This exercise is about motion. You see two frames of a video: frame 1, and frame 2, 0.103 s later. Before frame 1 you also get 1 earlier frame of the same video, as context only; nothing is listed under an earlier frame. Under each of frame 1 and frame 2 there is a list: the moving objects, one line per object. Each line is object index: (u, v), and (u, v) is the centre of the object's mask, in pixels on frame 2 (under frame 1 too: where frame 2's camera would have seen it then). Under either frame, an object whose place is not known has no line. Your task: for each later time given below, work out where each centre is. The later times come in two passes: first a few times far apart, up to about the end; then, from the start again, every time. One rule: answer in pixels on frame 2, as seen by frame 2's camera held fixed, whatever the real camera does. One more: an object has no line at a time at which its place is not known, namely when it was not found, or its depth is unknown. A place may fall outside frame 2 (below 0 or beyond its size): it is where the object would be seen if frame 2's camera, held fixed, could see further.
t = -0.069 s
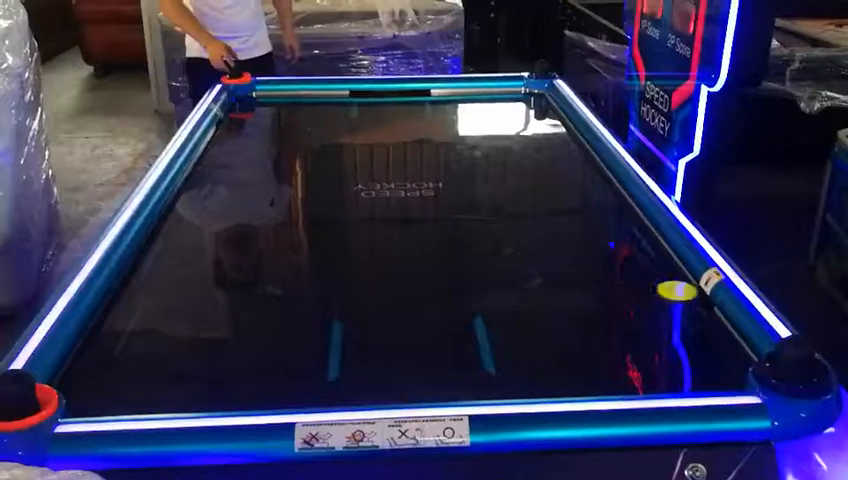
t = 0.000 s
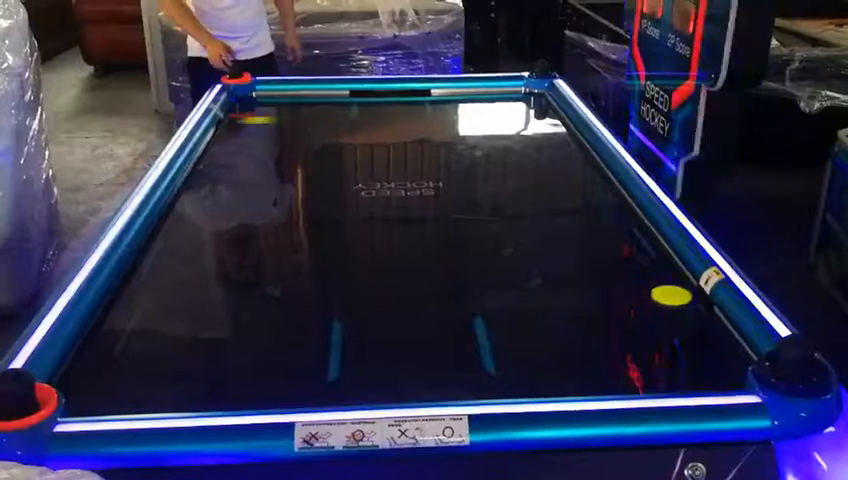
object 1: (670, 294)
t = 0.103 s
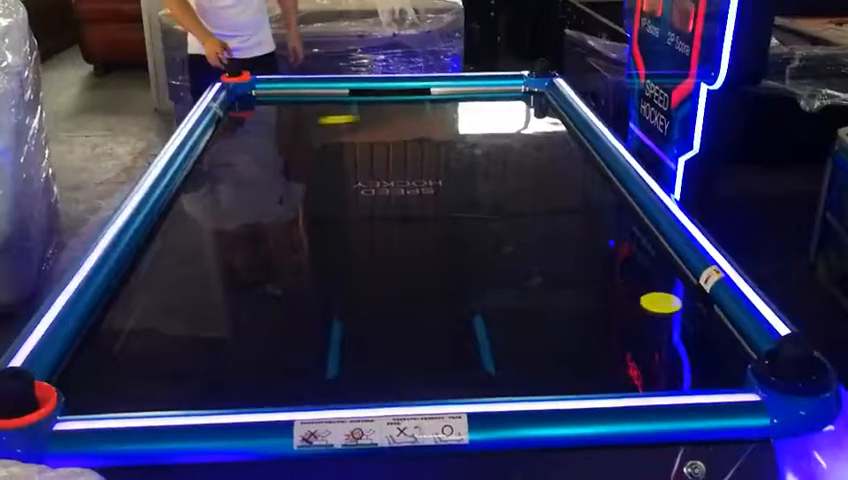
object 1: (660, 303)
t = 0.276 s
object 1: (642, 318)
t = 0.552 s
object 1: (605, 345)
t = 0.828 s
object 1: (561, 375)
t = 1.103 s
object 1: (506, 392)
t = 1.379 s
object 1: (451, 381)
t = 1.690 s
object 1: (387, 365)
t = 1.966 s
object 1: (330, 354)
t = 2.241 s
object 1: (272, 345)
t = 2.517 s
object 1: (210, 336)
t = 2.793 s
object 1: (149, 328)
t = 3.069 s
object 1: (124, 318)
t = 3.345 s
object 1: (173, 305)
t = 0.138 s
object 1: (657, 306)
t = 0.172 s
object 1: (653, 309)
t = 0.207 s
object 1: (649, 312)
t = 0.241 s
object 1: (645, 315)
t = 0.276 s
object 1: (642, 318)
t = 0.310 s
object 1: (637, 321)
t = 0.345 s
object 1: (632, 324)
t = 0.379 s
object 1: (628, 328)
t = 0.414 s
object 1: (624, 331)
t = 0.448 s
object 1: (619, 334)
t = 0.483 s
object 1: (615, 338)
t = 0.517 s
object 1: (610, 342)
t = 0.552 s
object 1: (605, 345)
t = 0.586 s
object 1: (600, 348)
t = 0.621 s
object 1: (594, 352)
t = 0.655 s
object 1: (589, 356)
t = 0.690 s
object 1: (584, 359)
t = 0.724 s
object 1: (578, 363)
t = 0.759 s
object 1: (573, 367)
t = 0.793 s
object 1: (567, 371)
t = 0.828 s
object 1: (561, 375)
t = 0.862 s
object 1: (555, 379)
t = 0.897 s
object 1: (549, 382)
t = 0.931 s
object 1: (542, 385)
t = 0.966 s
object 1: (535, 387)
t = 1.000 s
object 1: (528, 390)
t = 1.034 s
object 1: (521, 392)
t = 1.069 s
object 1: (512, 393)
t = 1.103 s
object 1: (506, 392)
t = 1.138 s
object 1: (499, 391)
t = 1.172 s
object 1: (492, 390)
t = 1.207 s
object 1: (485, 389)
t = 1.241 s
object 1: (479, 387)
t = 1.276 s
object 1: (472, 386)
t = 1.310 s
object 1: (465, 385)
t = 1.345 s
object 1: (458, 383)
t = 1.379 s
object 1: (451, 381)
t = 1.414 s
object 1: (444, 379)
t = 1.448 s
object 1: (437, 377)
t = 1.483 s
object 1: (430, 375)
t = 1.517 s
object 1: (423, 373)
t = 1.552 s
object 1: (415, 371)
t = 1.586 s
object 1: (409, 370)
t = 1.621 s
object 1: (401, 368)
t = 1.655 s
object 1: (394, 367)
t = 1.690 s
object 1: (387, 365)
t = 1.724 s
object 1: (380, 363)
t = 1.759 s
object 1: (373, 362)
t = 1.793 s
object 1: (366, 360)
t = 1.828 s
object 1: (359, 359)
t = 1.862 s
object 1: (351, 358)
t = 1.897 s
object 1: (345, 357)
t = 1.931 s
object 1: (337, 355)
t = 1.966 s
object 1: (330, 354)
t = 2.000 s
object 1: (323, 353)
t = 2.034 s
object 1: (316, 352)
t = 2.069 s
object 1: (308, 351)
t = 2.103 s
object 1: (301, 349)
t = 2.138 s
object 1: (294, 348)
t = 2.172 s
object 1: (286, 347)
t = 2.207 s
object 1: (279, 346)
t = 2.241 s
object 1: (272, 345)
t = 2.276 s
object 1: (264, 344)
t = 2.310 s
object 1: (256, 343)
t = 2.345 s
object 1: (249, 342)
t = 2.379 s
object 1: (241, 341)
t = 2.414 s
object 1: (233, 340)
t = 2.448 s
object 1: (226, 338)
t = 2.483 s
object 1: (218, 338)
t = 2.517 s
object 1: (210, 336)
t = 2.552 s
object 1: (203, 336)
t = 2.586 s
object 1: (195, 335)
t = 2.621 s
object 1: (187, 333)
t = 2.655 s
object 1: (180, 332)
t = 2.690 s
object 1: (172, 331)
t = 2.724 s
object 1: (164, 330)
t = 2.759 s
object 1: (157, 329)
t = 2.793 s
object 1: (149, 328)
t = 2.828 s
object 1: (142, 327)
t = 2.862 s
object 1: (135, 326)
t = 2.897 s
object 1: (127, 325)
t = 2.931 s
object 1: (121, 324)
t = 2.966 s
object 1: (114, 323)
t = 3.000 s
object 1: (112, 322)
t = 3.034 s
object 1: (118, 320)
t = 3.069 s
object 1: (124, 318)
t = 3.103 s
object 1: (130, 317)
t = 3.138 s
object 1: (136, 315)
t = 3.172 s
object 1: (143, 313)
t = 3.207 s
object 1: (149, 311)
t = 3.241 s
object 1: (155, 310)
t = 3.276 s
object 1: (161, 308)
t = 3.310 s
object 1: (167, 307)
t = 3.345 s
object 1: (173, 305)
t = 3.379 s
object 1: (180, 303)
